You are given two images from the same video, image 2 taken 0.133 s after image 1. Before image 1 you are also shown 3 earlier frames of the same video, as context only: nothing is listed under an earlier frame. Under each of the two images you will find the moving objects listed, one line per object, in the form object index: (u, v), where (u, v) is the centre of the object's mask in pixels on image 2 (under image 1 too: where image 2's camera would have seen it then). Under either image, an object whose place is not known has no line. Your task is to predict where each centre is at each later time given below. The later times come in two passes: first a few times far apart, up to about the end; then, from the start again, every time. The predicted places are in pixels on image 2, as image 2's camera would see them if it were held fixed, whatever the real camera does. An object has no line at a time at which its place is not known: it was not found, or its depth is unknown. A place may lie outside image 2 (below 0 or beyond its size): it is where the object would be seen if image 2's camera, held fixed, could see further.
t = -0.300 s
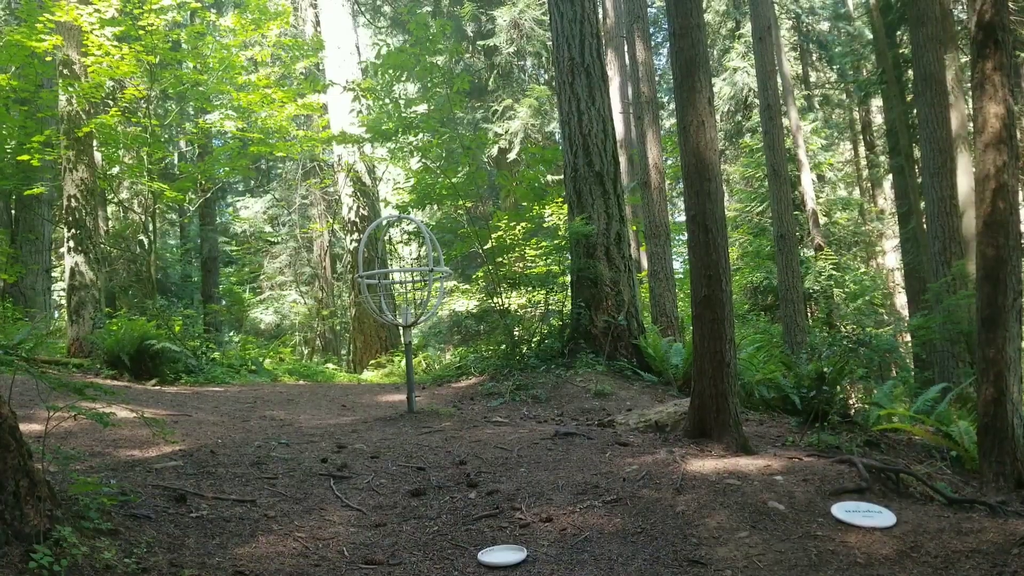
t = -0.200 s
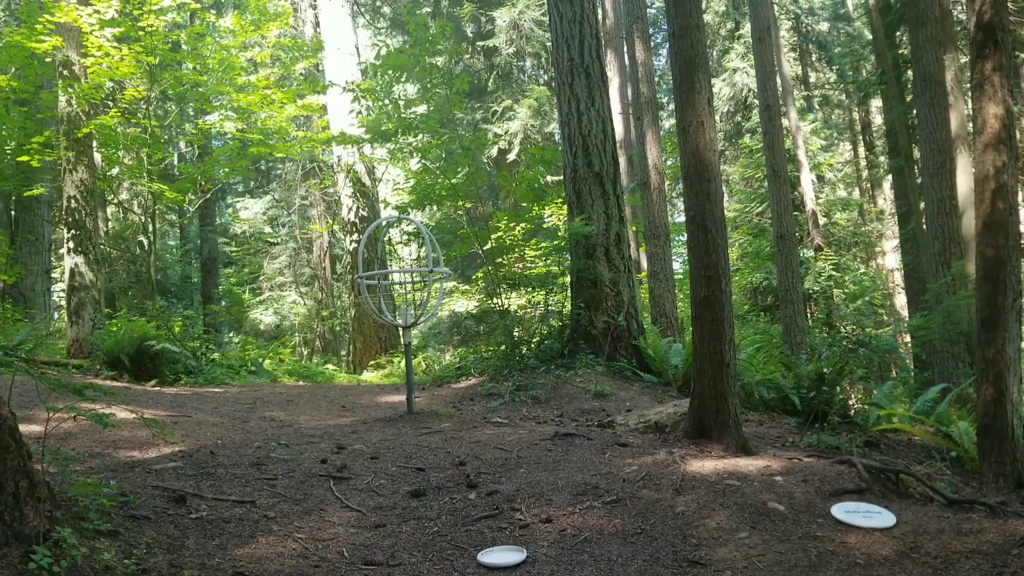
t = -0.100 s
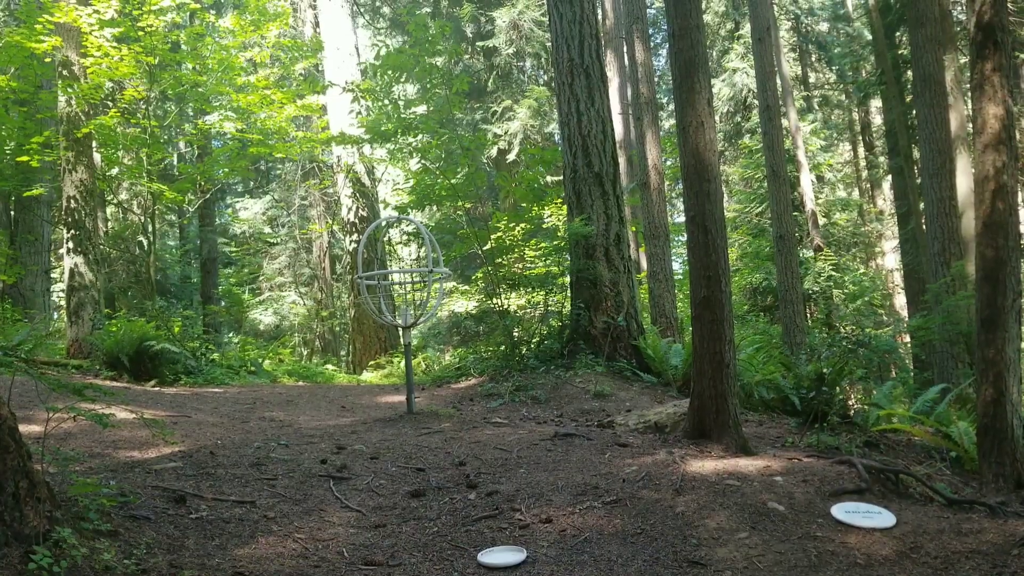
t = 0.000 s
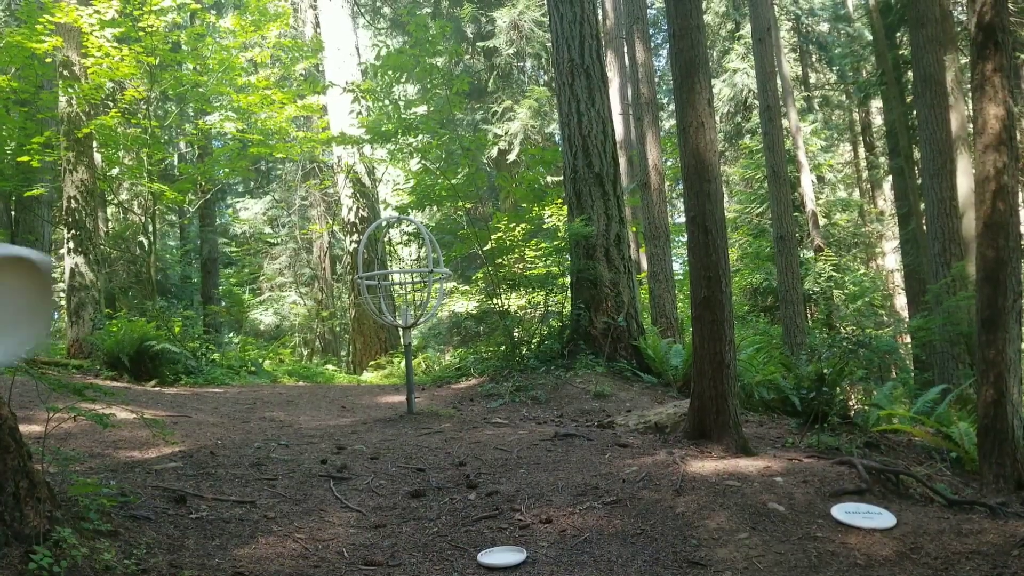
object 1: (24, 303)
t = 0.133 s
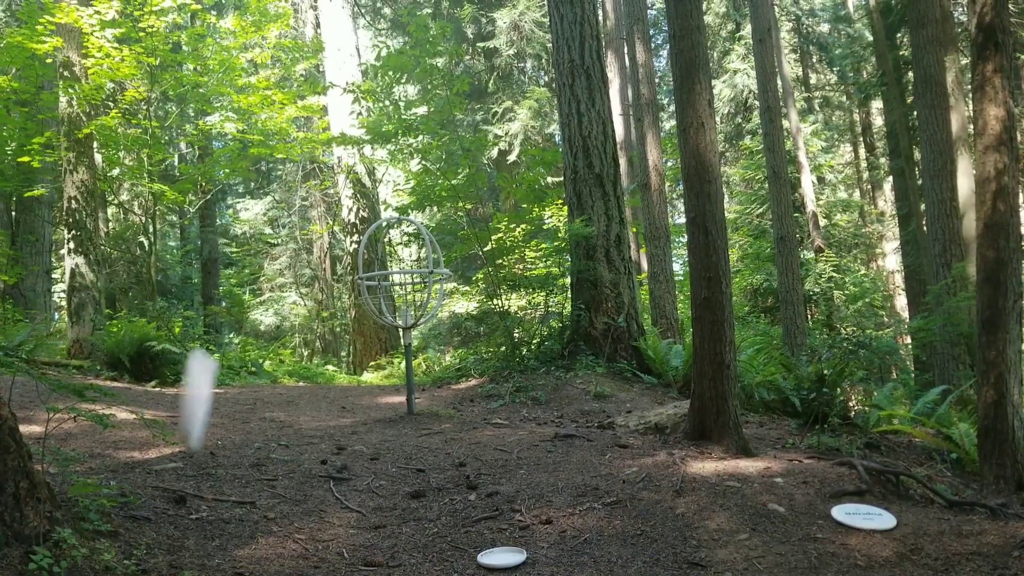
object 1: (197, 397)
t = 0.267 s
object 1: (274, 517)
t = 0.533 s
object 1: (355, 524)
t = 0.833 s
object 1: (449, 491)
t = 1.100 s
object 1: (525, 458)
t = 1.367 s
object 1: (598, 439)
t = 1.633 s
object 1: (676, 435)
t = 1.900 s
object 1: (742, 423)
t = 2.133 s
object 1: (801, 457)
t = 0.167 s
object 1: (230, 430)
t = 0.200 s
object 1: (250, 460)
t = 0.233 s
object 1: (266, 487)
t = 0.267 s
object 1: (274, 517)
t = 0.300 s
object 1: (286, 546)
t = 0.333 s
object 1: (297, 560)
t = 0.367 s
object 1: (311, 568)
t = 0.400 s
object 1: (318, 560)
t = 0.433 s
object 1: (326, 551)
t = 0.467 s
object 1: (335, 538)
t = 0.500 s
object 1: (345, 528)
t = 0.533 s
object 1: (355, 524)
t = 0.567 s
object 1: (363, 522)
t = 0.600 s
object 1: (372, 522)
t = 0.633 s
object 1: (380, 527)
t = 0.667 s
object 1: (392, 514)
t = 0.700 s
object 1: (404, 503)
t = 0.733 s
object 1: (416, 497)
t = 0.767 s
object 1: (427, 494)
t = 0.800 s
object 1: (438, 493)
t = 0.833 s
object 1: (449, 491)
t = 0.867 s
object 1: (460, 485)
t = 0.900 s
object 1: (469, 480)
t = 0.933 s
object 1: (479, 474)
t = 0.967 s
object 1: (488, 471)
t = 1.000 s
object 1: (498, 469)
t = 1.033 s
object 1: (507, 464)
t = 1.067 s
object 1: (516, 461)
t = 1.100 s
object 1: (525, 458)
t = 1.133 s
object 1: (534, 453)
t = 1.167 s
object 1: (543, 450)
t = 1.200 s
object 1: (552, 448)
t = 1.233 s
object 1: (562, 446)
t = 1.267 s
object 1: (572, 443)
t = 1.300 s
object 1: (580, 441)
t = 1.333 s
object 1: (589, 440)
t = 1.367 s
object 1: (598, 439)
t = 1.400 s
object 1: (607, 437)
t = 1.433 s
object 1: (616, 436)
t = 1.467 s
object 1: (626, 434)
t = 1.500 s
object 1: (635, 435)
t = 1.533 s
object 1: (646, 436)
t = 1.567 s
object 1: (656, 437)
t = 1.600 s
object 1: (666, 437)
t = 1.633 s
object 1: (676, 435)
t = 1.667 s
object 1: (686, 434)
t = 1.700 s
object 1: (697, 433)
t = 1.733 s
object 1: (707, 434)
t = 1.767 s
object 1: (716, 430)
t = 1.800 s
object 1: (722, 424)
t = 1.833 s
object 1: (728, 421)
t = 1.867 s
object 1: (735, 421)
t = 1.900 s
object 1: (742, 423)
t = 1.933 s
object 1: (750, 426)
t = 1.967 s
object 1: (757, 431)
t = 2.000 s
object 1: (764, 438)
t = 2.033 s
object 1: (773, 444)
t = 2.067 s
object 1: (784, 452)
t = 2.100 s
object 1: (794, 458)
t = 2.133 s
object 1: (801, 457)
